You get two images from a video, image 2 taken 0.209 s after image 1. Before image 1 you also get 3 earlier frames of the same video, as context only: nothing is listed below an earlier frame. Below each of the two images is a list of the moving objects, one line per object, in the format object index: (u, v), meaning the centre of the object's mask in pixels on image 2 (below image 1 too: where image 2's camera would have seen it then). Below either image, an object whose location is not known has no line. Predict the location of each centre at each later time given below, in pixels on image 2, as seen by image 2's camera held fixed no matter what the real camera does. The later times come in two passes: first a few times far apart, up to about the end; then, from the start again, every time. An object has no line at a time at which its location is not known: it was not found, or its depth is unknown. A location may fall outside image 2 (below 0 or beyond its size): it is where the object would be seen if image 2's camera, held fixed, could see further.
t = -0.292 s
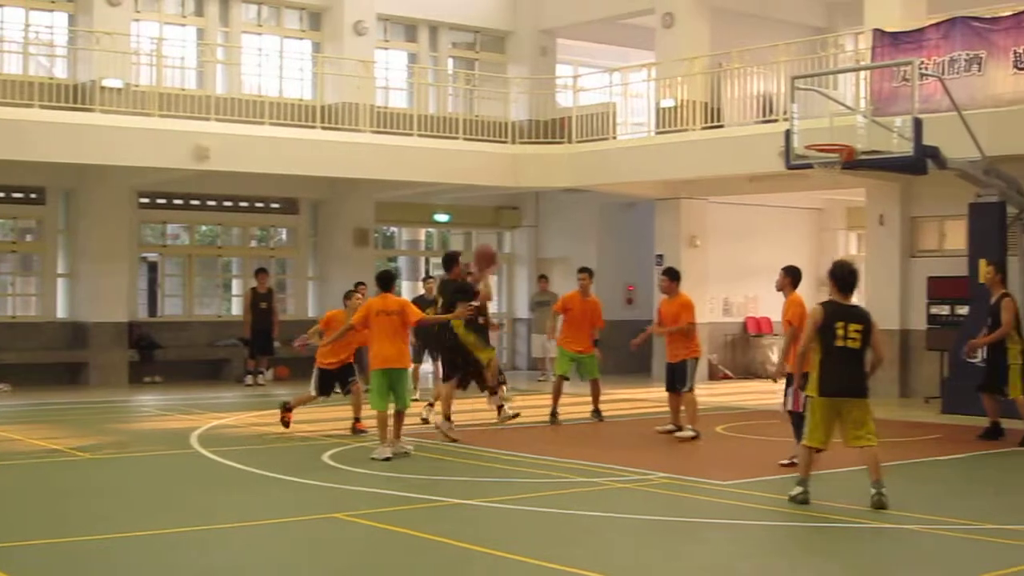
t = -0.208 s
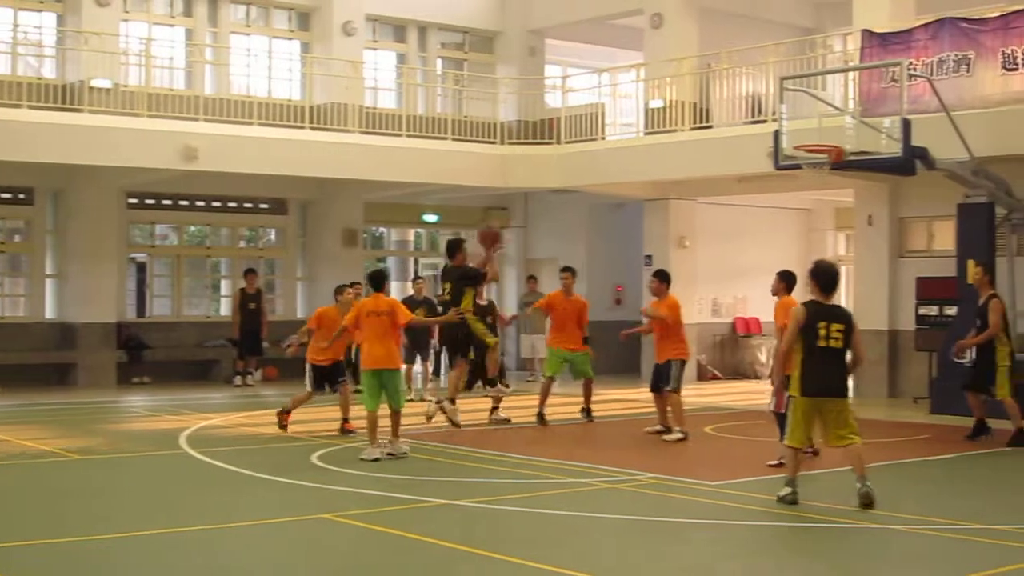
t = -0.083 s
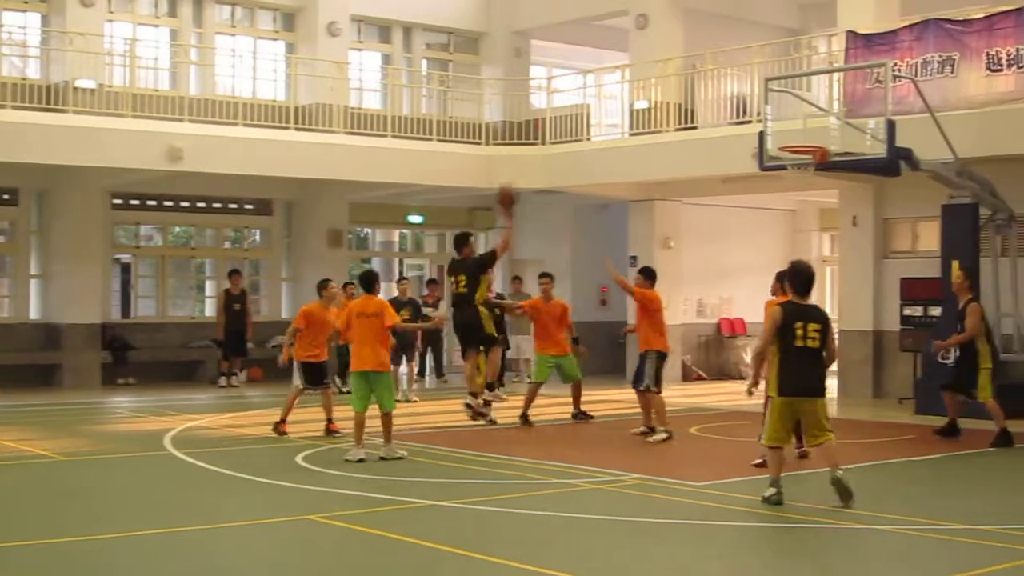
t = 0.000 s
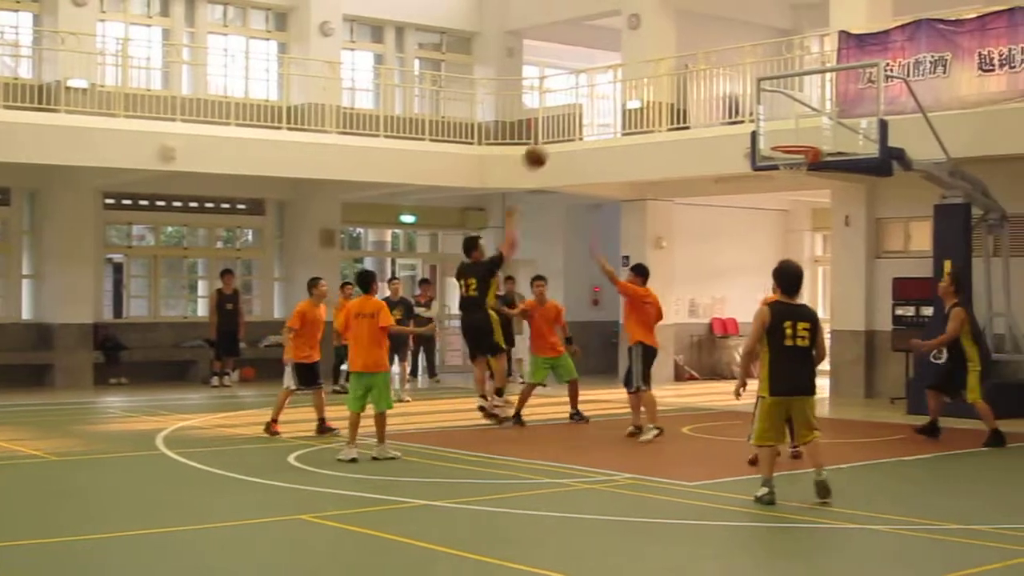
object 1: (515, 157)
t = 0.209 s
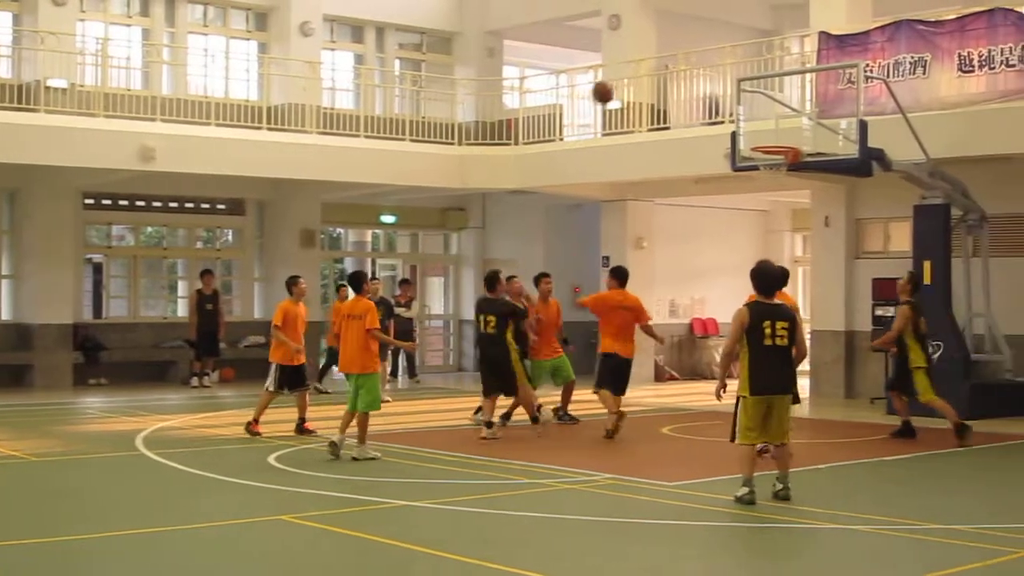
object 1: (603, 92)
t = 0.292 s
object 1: (634, 79)
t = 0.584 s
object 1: (743, 83)
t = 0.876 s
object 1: (768, 131)
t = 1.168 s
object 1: (724, 110)
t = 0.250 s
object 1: (619, 85)
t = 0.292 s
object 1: (634, 79)
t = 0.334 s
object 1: (650, 75)
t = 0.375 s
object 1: (667, 72)
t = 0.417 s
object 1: (682, 71)
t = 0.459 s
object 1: (698, 72)
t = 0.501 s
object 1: (713, 74)
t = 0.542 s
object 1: (728, 77)
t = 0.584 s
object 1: (743, 83)
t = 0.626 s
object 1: (758, 89)
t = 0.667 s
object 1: (772, 98)
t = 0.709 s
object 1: (787, 107)
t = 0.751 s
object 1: (788, 116)
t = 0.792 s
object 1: (781, 125)
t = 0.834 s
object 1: (774, 135)
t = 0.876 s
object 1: (768, 131)
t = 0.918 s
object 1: (762, 124)
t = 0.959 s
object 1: (756, 117)
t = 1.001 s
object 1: (749, 112)
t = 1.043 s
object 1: (743, 110)
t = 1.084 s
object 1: (736, 108)
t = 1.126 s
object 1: (730, 108)
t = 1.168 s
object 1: (724, 110)
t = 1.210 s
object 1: (718, 112)
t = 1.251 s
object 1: (711, 117)
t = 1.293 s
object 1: (705, 123)
